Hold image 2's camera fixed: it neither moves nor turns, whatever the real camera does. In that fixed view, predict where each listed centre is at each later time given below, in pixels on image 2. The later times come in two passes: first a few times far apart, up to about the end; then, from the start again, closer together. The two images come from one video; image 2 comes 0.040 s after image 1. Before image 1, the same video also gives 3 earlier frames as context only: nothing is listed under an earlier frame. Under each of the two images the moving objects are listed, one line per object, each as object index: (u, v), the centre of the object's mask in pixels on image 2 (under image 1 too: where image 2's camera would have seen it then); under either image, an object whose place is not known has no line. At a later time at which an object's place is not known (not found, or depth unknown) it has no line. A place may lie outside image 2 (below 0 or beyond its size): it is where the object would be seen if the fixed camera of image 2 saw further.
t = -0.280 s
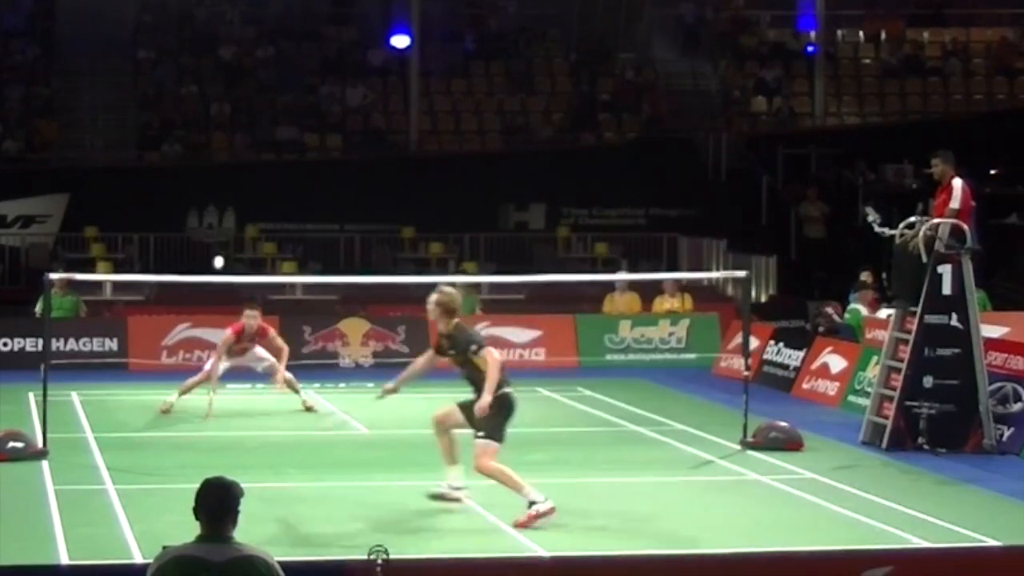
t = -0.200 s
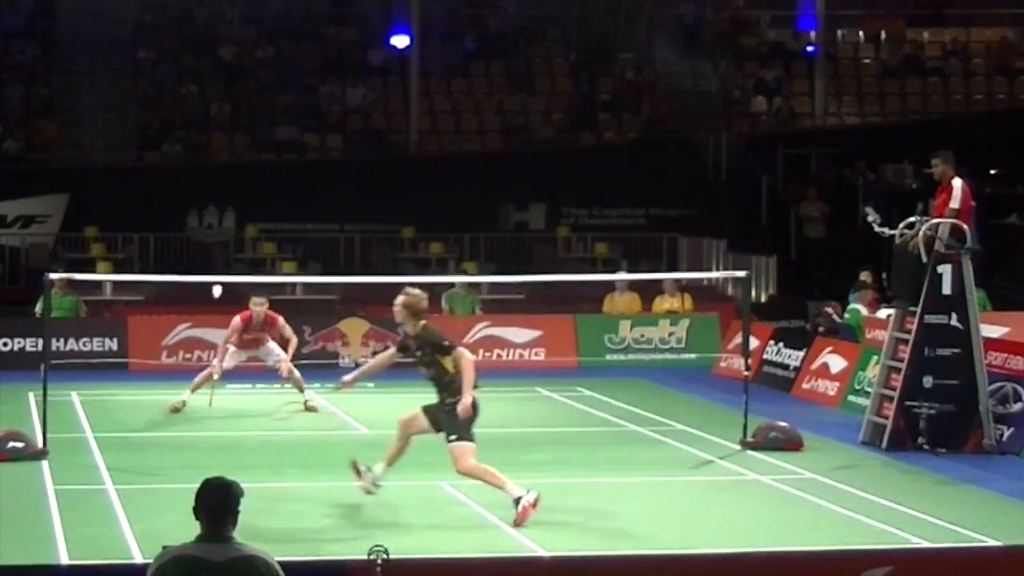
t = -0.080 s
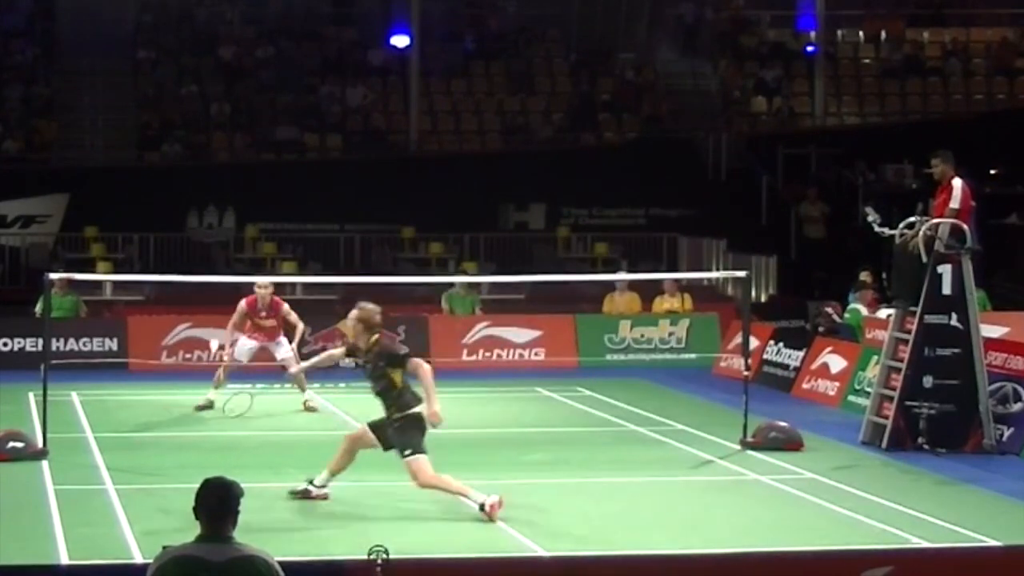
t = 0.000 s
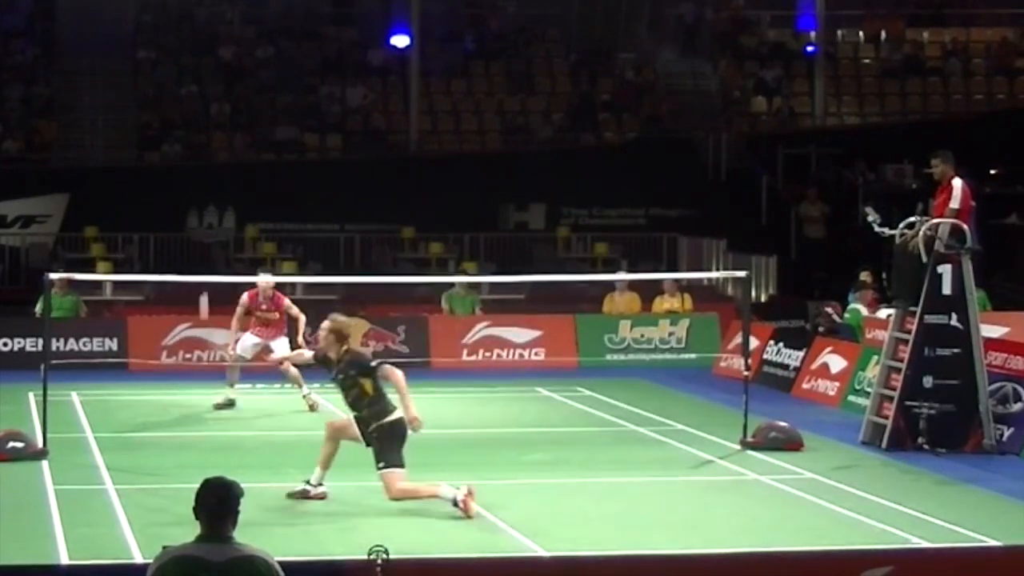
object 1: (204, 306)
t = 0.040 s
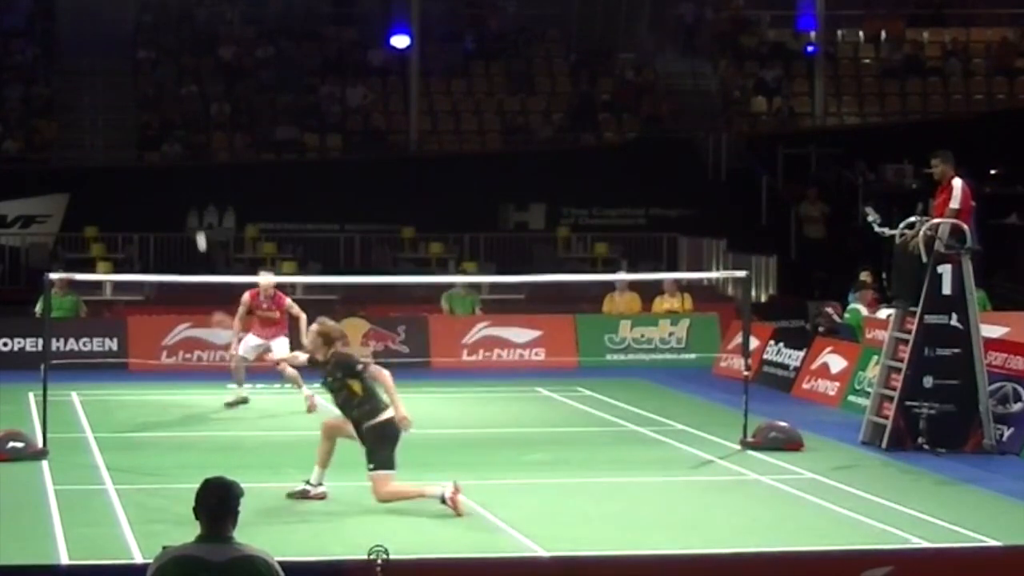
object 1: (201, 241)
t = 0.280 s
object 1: (178, 70)
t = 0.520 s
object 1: (169, 31)
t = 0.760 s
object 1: (164, 51)
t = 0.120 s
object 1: (189, 159)
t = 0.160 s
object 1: (186, 130)
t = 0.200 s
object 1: (183, 106)
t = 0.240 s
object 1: (181, 85)
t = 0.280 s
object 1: (178, 70)
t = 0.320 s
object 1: (176, 58)
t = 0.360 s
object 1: (174, 49)
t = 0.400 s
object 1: (172, 41)
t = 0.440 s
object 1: (171, 36)
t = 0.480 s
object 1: (170, 32)
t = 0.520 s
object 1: (169, 31)
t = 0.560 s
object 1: (168, 30)
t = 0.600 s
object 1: (167, 32)
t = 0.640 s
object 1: (166, 35)
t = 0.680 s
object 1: (166, 39)
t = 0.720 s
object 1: (165, 45)
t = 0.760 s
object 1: (164, 51)
